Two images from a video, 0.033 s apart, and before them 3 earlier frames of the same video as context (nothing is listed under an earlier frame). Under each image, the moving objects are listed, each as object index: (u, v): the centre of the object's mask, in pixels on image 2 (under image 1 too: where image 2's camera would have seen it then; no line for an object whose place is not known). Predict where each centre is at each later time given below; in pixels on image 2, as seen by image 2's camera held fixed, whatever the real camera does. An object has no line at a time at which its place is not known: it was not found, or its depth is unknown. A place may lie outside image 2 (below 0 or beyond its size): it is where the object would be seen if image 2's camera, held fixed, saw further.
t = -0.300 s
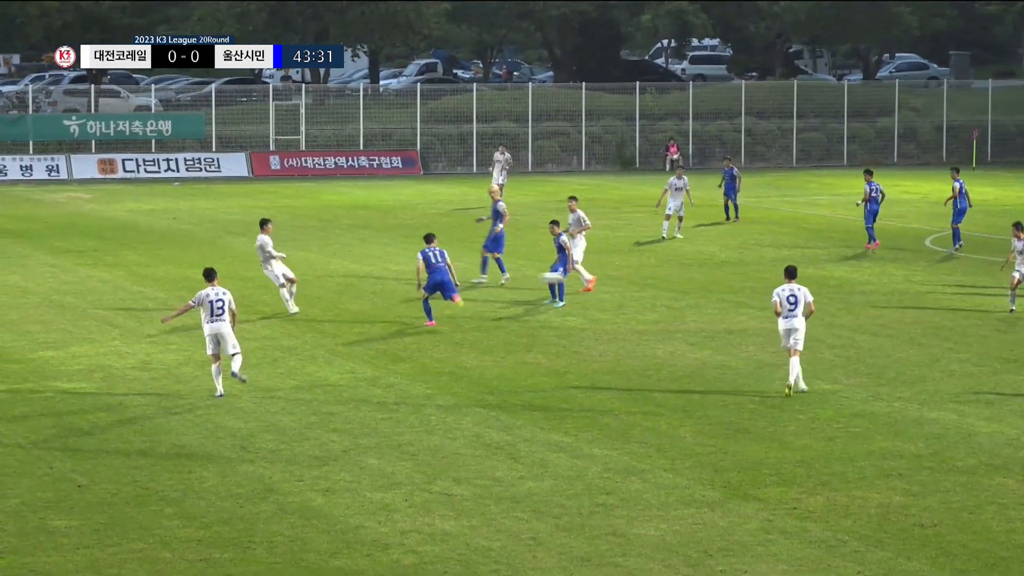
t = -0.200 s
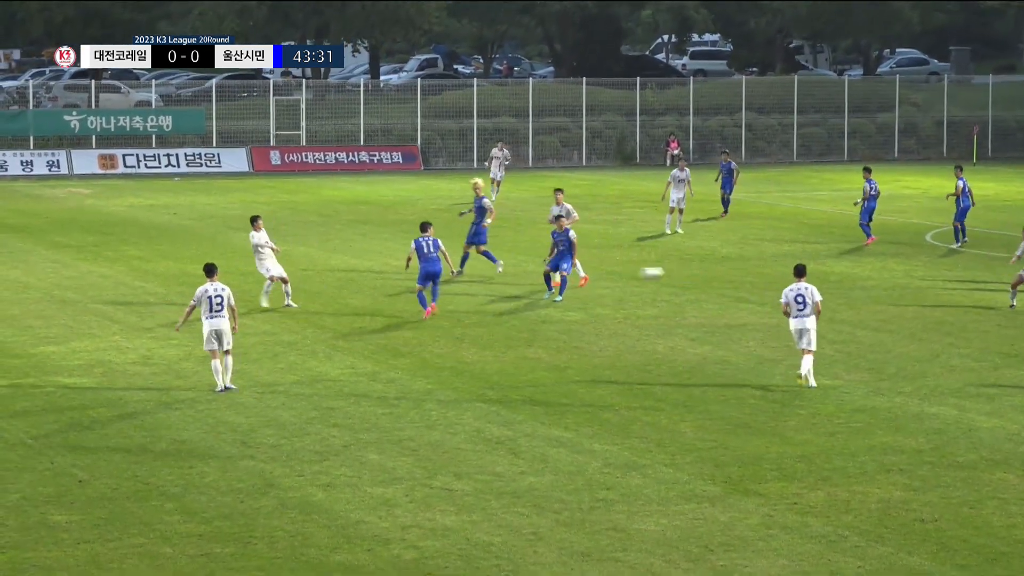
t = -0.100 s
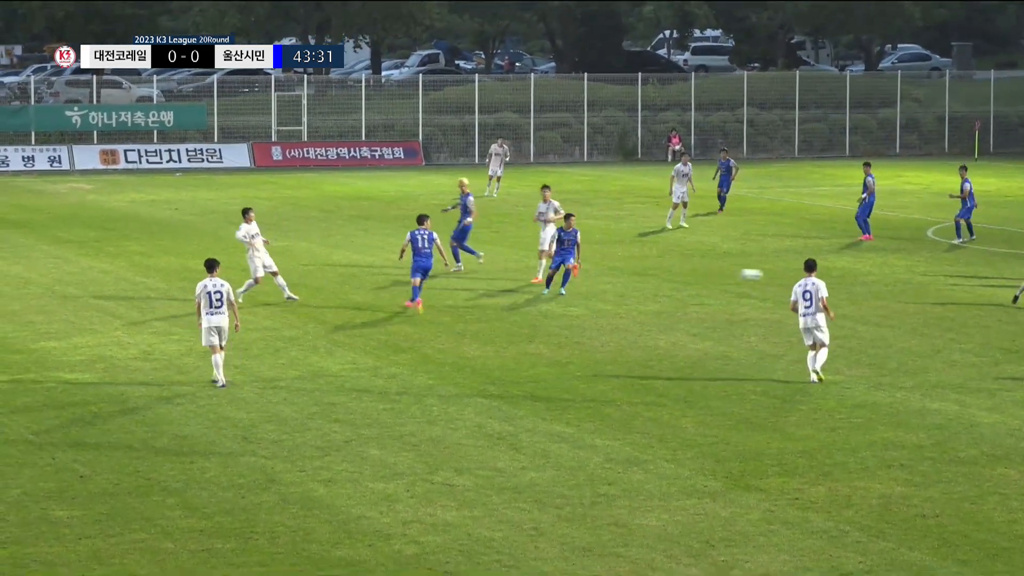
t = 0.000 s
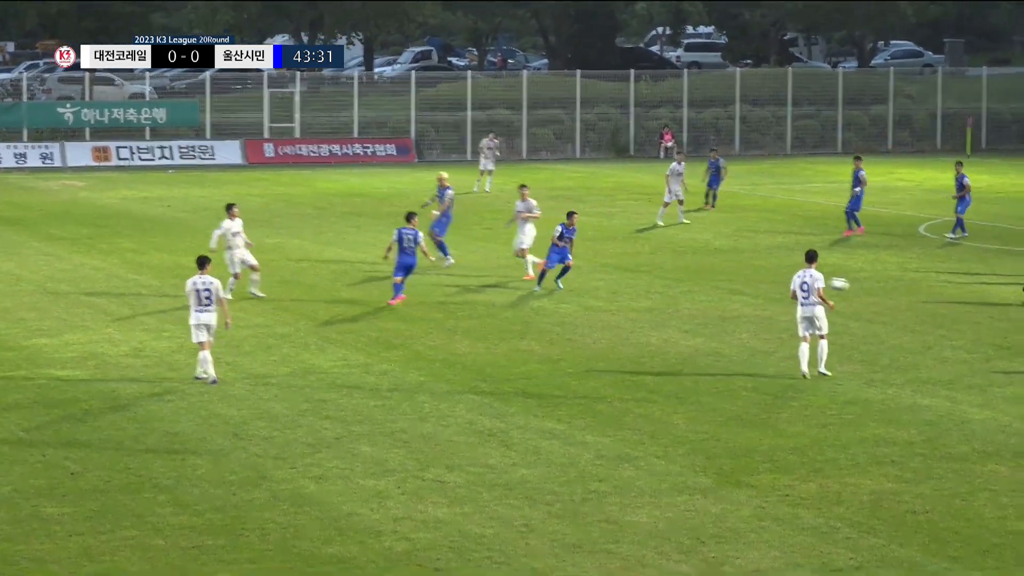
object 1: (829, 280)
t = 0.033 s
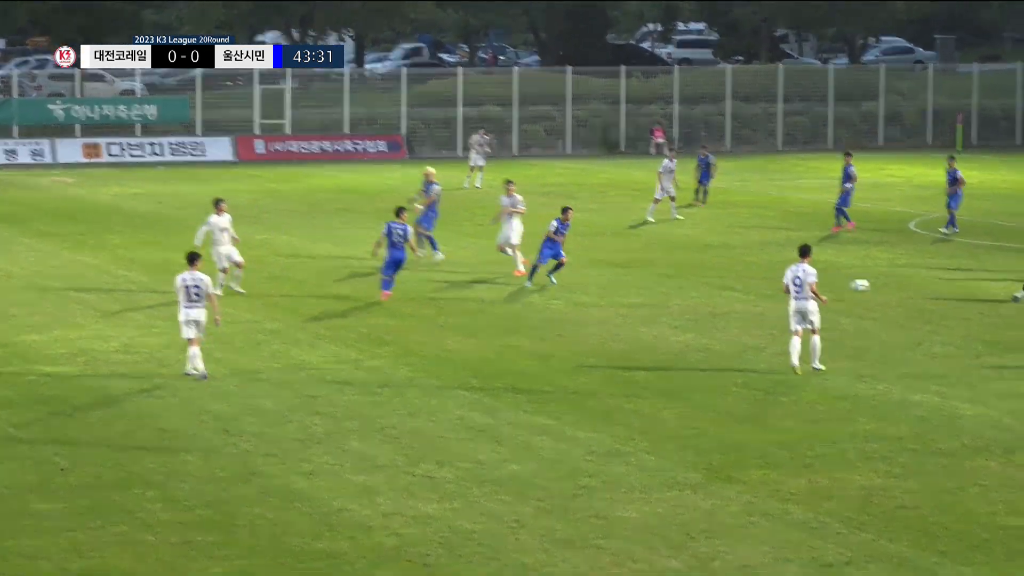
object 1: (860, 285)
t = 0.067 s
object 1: (891, 291)
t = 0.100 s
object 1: (921, 295)
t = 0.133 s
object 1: (947, 289)
